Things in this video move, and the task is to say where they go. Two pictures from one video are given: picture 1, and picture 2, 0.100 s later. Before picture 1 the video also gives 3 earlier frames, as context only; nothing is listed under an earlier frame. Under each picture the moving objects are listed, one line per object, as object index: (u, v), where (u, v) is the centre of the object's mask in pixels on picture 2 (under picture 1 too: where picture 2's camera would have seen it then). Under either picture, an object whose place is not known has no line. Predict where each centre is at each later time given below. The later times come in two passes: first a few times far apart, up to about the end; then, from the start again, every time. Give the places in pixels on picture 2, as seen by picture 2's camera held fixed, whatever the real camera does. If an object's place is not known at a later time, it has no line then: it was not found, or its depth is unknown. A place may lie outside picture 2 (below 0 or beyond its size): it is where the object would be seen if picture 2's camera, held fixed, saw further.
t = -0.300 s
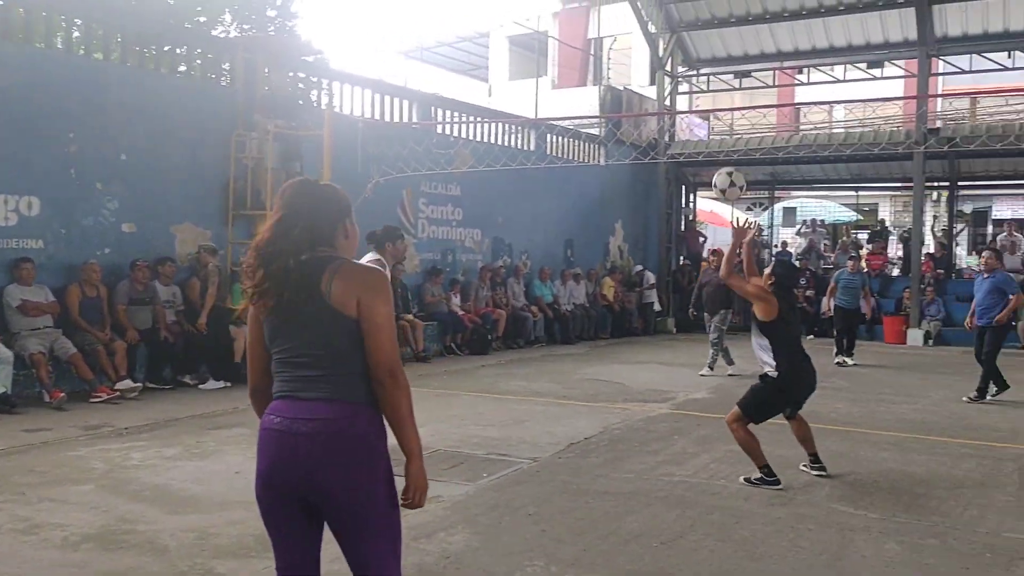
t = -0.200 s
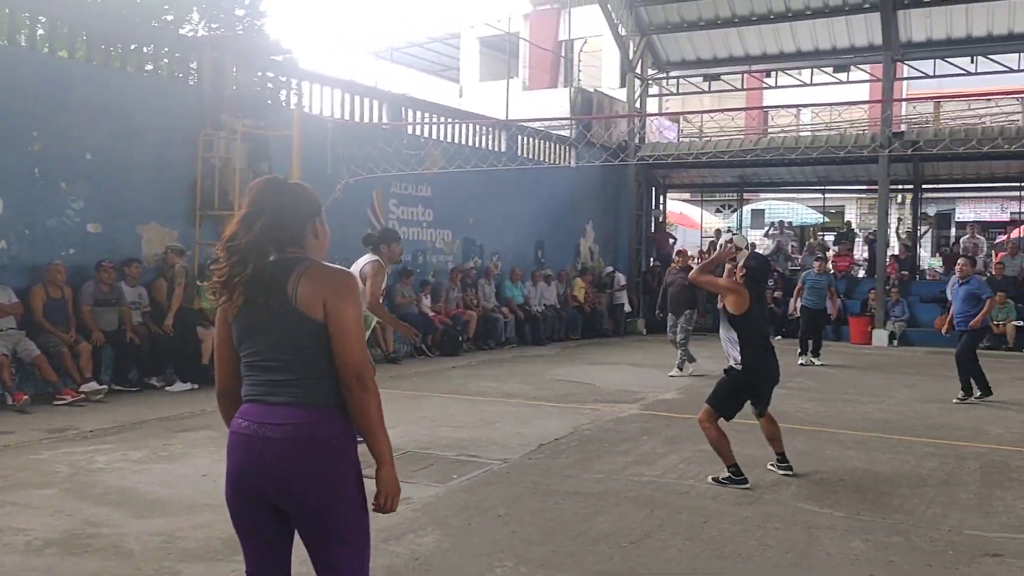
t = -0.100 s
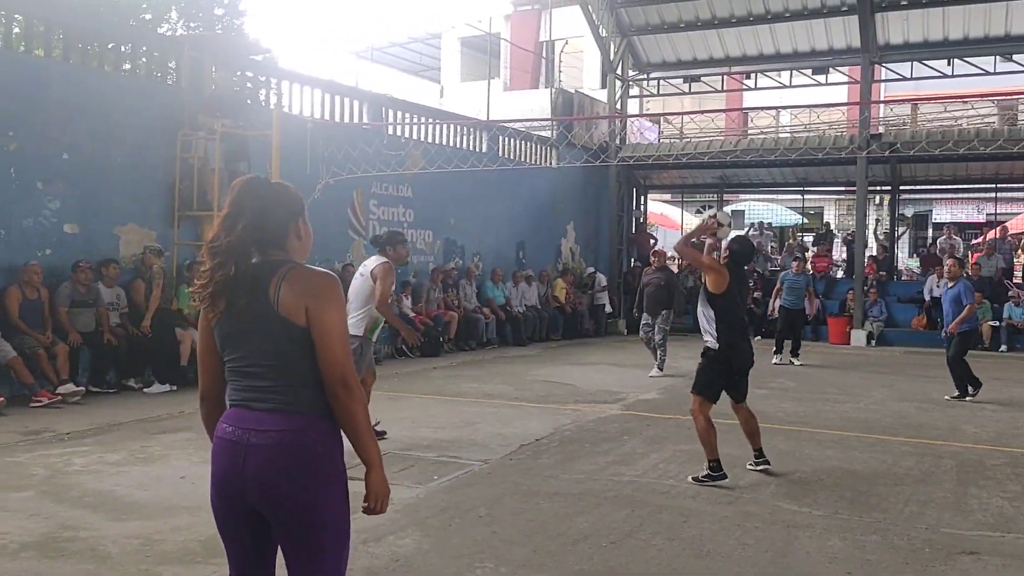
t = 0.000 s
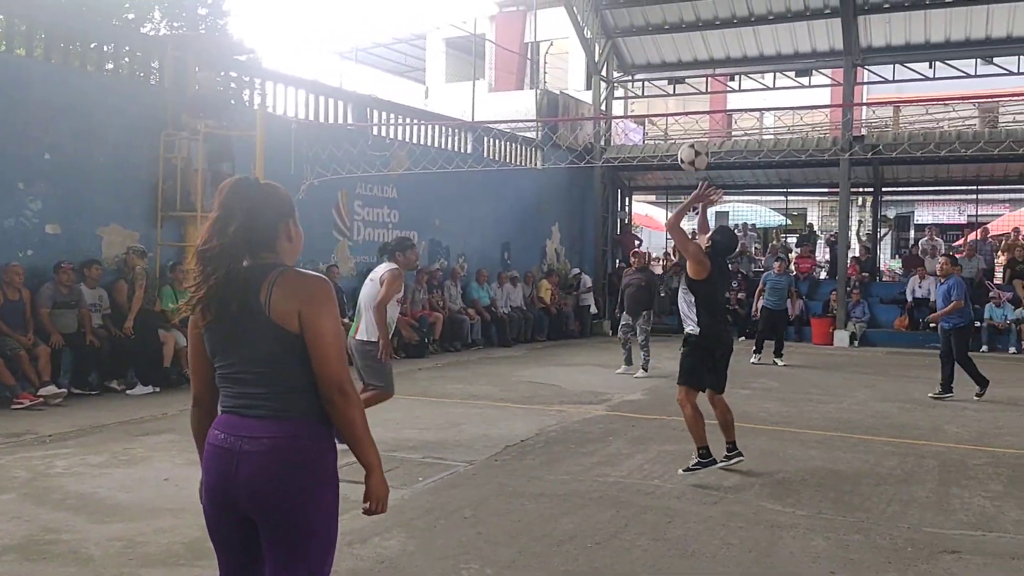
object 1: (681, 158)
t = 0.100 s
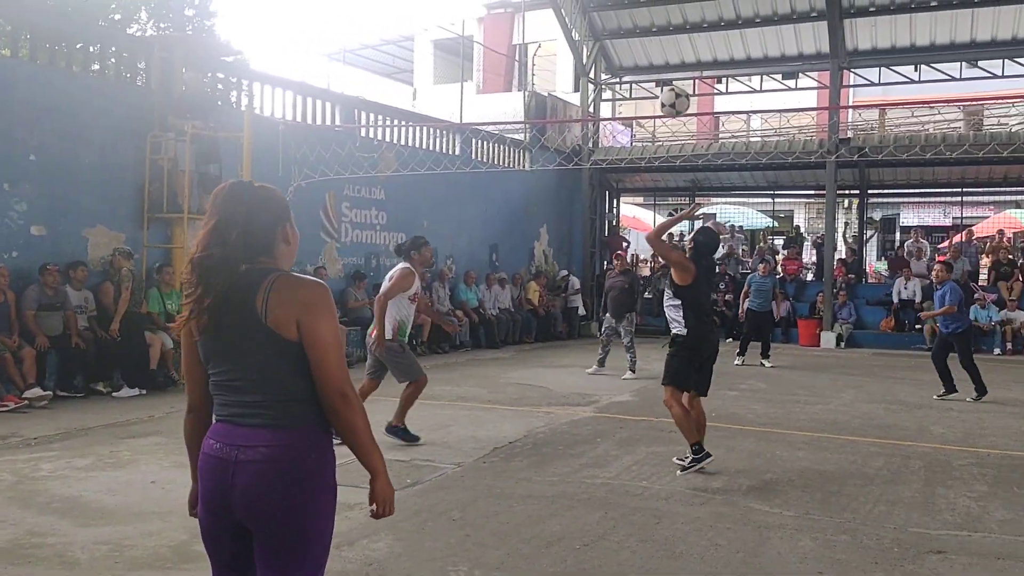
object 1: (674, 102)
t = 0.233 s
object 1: (664, 50)
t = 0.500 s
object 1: (645, 20)
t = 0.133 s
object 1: (672, 86)
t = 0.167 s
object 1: (669, 73)
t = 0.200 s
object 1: (667, 60)
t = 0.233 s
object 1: (664, 50)
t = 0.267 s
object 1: (662, 41)
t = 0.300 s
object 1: (660, 33)
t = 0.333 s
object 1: (657, 27)
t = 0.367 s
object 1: (655, 23)
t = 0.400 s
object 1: (653, 20)
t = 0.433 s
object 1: (650, 18)
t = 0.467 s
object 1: (647, 19)
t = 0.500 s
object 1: (645, 20)
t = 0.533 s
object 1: (643, 23)
